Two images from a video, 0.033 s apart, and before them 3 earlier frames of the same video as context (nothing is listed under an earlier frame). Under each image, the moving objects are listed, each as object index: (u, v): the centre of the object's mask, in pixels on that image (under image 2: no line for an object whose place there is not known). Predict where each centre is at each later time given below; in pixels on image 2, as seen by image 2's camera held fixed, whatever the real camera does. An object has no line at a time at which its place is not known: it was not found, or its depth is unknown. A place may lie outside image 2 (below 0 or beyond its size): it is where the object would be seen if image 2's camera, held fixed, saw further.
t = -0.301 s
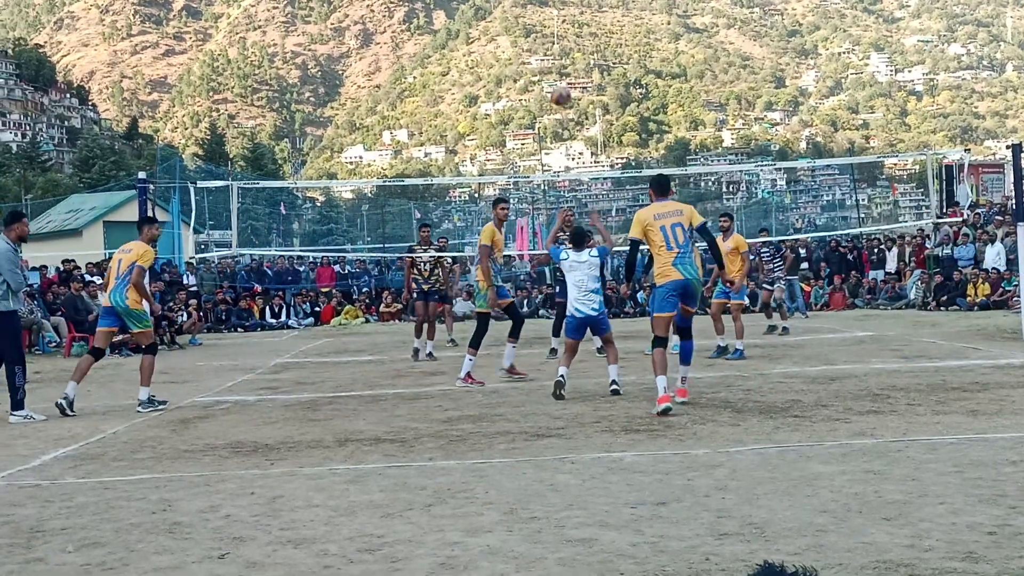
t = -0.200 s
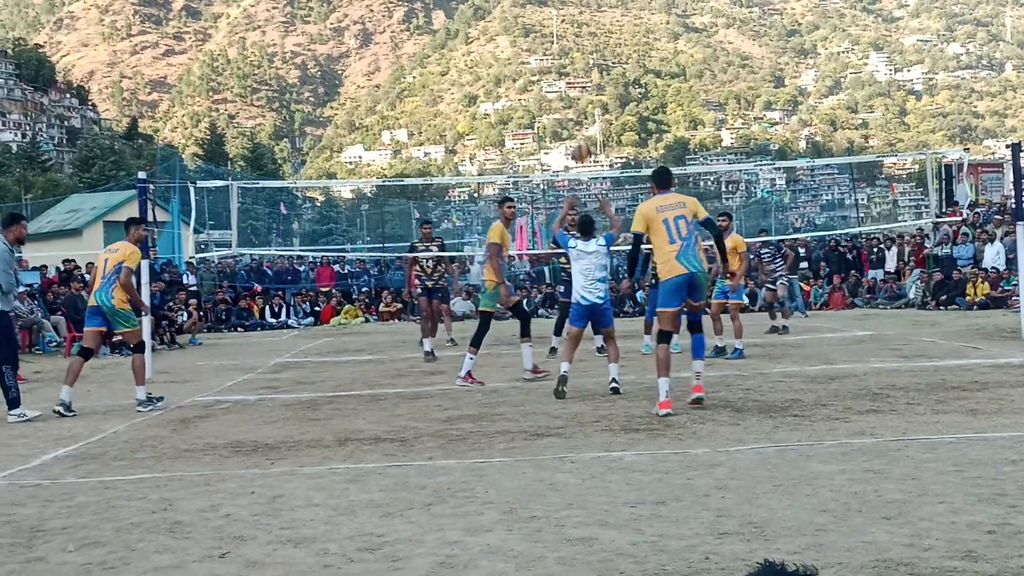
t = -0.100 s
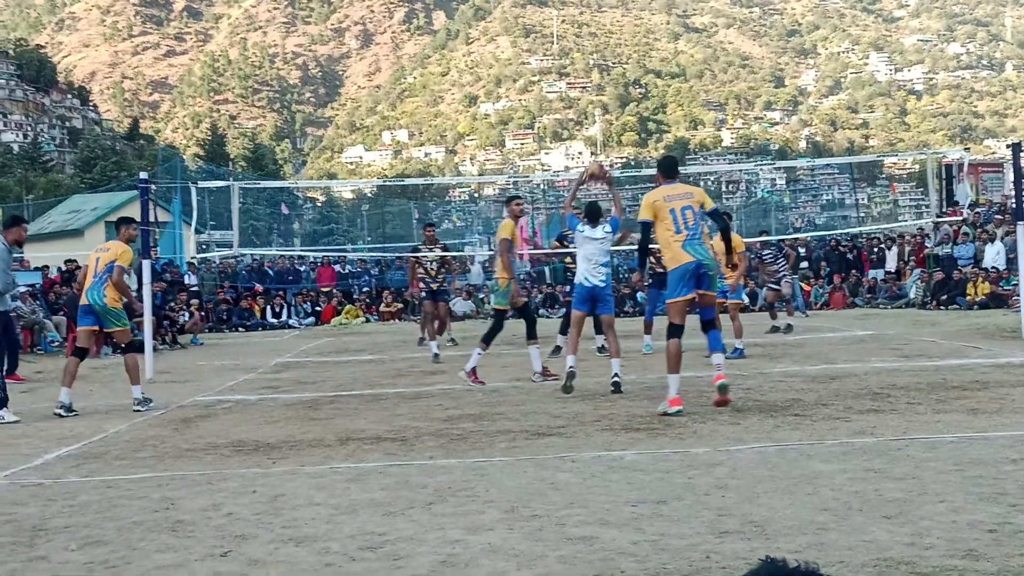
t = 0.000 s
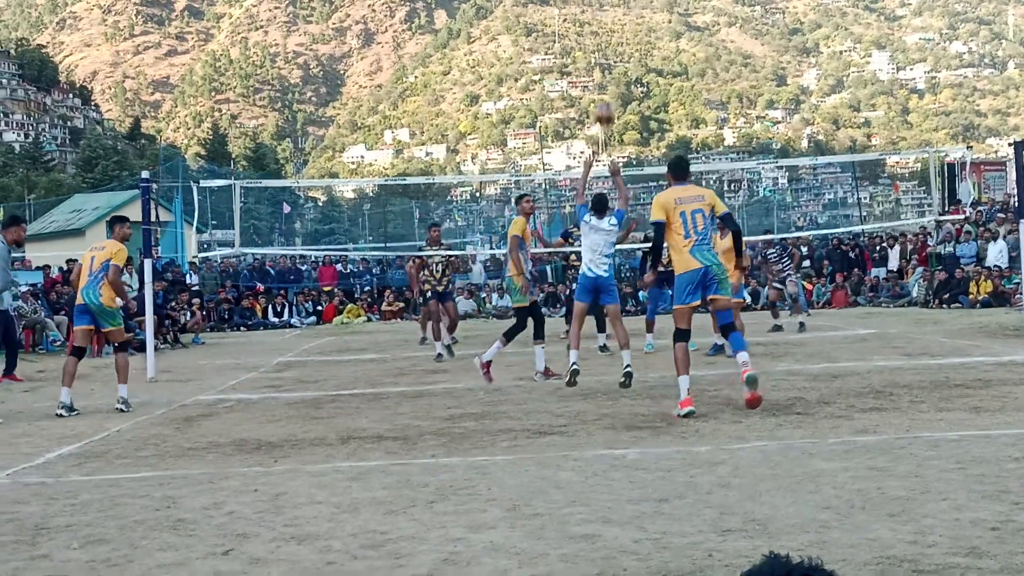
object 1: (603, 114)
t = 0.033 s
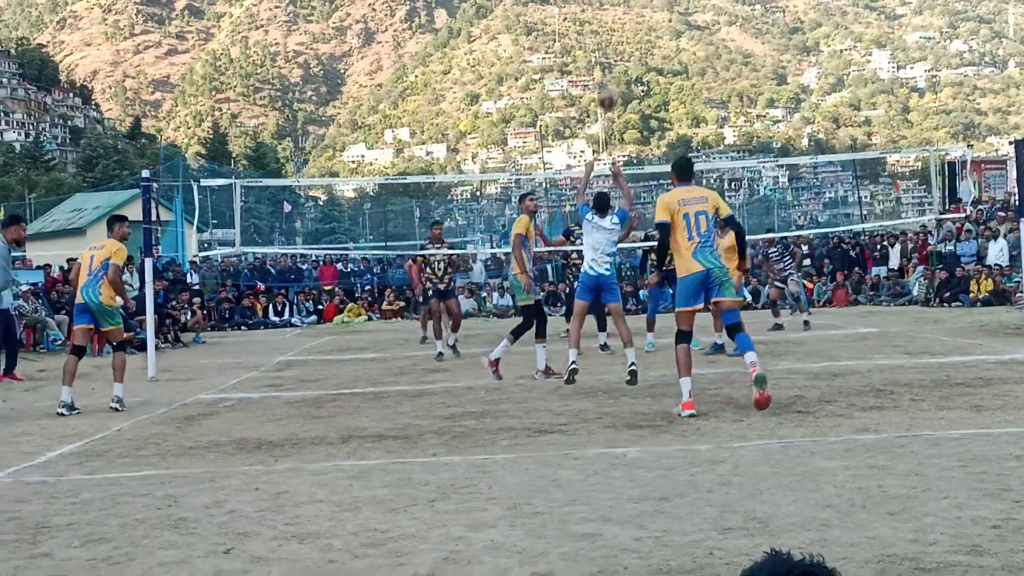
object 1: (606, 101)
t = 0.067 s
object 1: (610, 86)
